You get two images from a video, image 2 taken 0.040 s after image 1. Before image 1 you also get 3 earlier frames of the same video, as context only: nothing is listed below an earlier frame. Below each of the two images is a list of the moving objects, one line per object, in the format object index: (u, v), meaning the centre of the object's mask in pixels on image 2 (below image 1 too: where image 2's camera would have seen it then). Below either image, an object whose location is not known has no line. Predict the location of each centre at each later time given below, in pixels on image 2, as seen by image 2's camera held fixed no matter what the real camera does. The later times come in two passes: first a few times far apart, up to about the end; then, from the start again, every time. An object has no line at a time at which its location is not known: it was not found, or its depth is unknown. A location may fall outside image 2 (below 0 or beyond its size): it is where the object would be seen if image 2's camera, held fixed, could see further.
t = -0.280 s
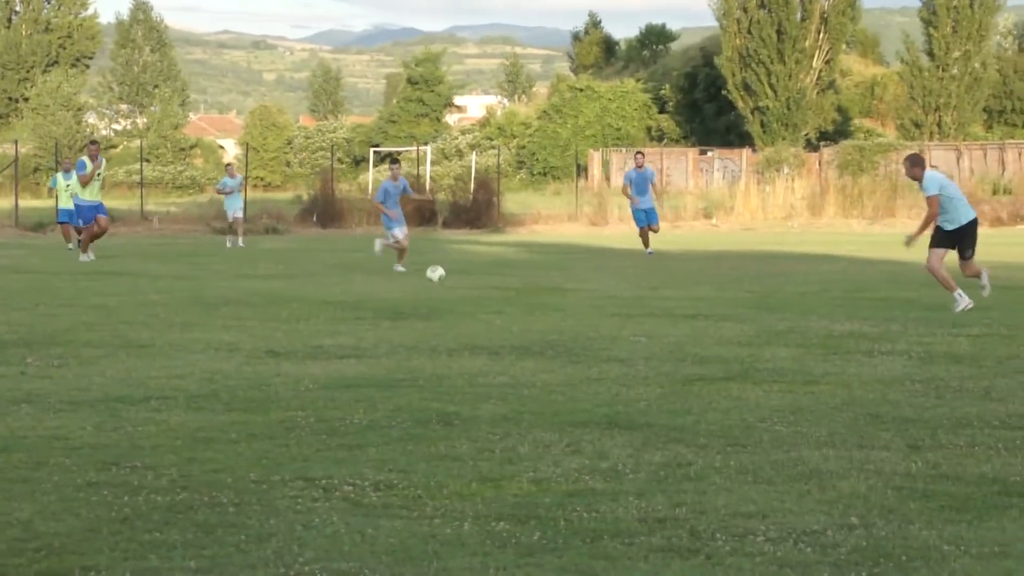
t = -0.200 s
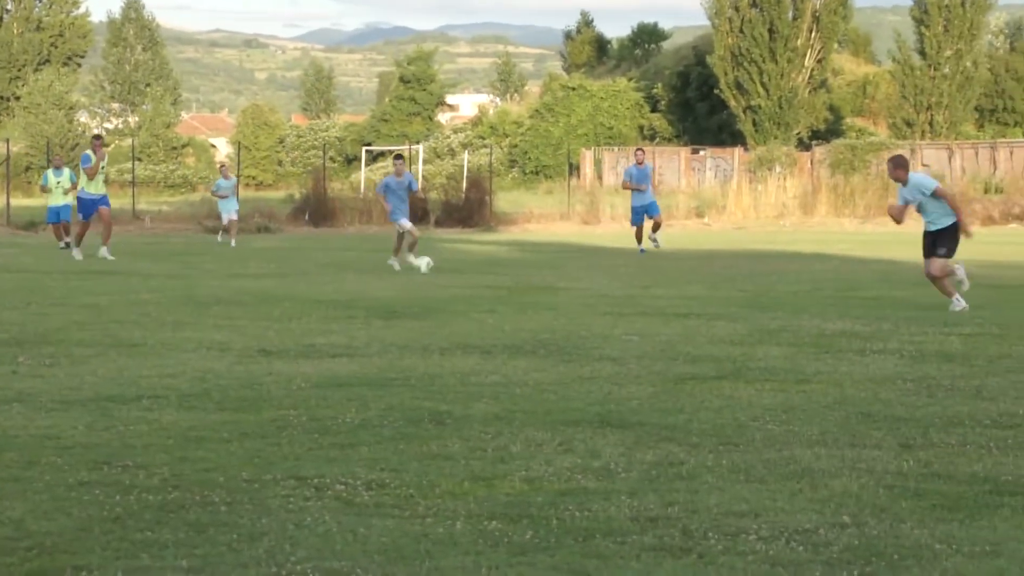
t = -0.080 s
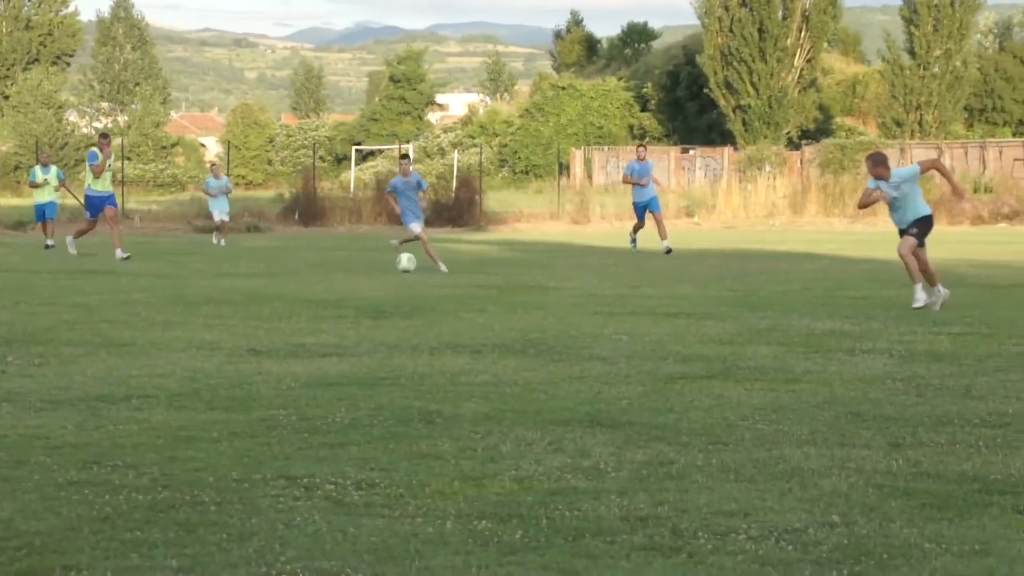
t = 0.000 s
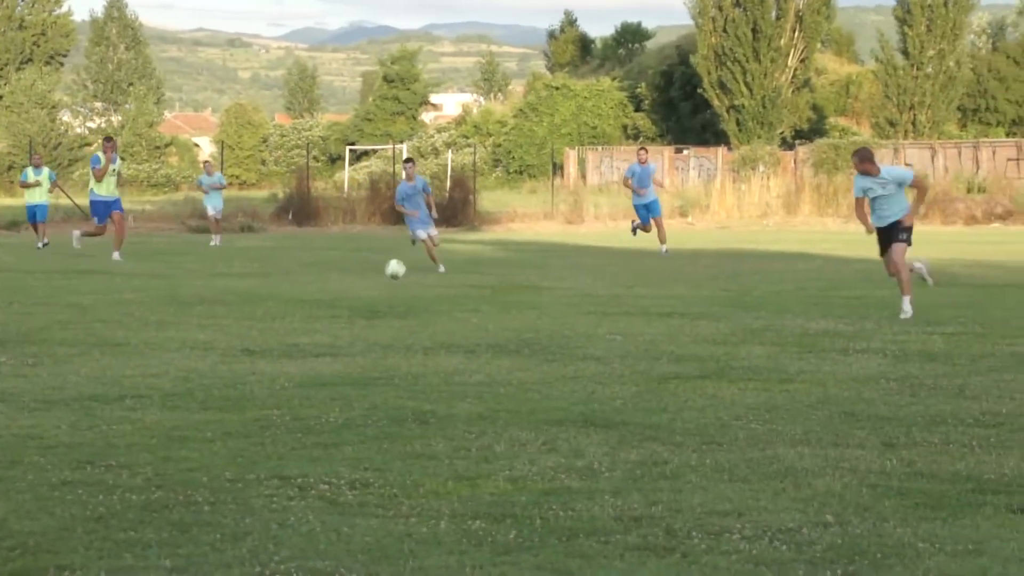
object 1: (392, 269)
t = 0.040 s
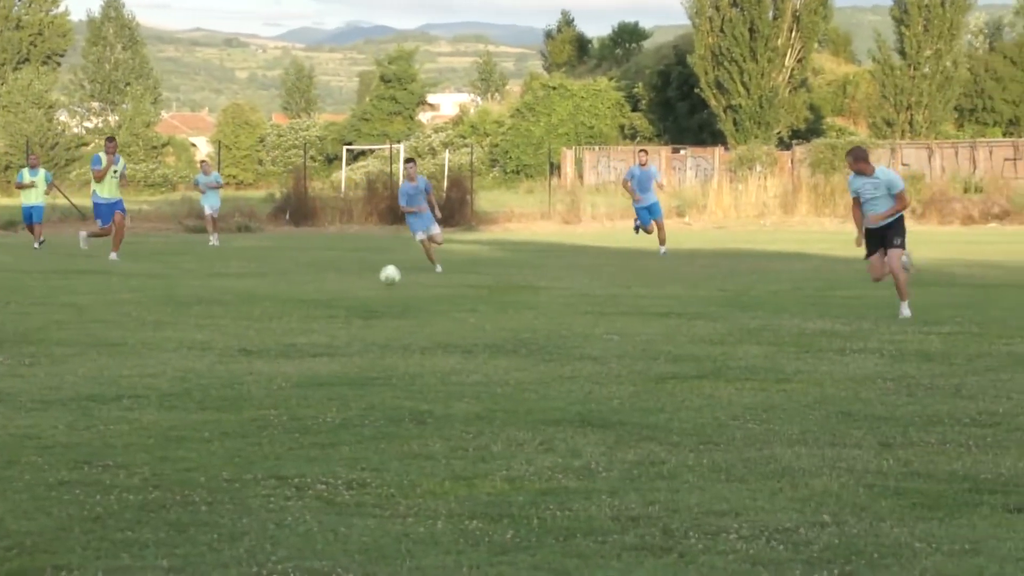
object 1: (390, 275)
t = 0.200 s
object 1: (383, 279)
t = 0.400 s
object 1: (376, 292)
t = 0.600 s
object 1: (367, 295)
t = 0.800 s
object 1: (357, 309)
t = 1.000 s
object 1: (346, 317)
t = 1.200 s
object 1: (335, 327)
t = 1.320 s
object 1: (328, 329)
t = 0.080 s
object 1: (387, 281)
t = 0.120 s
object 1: (385, 285)
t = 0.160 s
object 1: (384, 282)
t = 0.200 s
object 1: (383, 279)
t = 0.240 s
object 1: (382, 278)
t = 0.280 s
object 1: (381, 279)
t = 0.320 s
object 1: (379, 282)
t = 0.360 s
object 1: (378, 285)
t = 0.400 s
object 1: (376, 292)
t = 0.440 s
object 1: (374, 295)
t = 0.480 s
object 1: (373, 296)
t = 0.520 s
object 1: (371, 294)
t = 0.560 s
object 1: (370, 294)
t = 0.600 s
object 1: (367, 295)
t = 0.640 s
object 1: (365, 298)
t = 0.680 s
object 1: (364, 302)
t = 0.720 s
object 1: (361, 307)
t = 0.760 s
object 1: (359, 308)
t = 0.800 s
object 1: (357, 309)
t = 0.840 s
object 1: (355, 309)
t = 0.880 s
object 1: (352, 311)
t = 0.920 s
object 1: (350, 313)
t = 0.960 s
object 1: (348, 317)
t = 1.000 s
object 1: (346, 317)
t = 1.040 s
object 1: (344, 316)
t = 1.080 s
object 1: (341, 316)
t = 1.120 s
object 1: (340, 319)
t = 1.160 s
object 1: (337, 323)
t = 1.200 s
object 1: (335, 327)
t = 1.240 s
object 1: (333, 327)
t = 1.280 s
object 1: (331, 327)
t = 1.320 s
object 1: (328, 329)
